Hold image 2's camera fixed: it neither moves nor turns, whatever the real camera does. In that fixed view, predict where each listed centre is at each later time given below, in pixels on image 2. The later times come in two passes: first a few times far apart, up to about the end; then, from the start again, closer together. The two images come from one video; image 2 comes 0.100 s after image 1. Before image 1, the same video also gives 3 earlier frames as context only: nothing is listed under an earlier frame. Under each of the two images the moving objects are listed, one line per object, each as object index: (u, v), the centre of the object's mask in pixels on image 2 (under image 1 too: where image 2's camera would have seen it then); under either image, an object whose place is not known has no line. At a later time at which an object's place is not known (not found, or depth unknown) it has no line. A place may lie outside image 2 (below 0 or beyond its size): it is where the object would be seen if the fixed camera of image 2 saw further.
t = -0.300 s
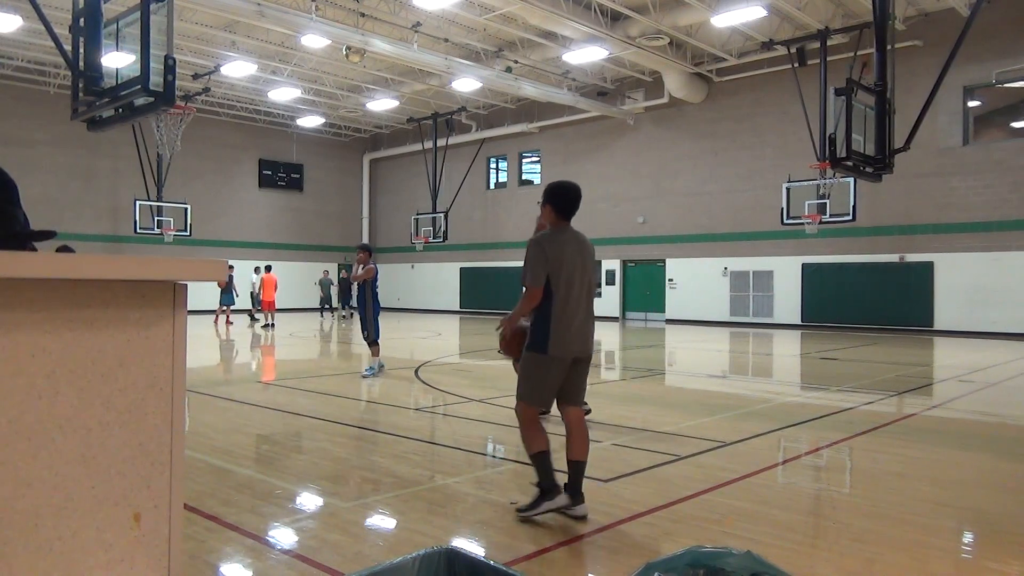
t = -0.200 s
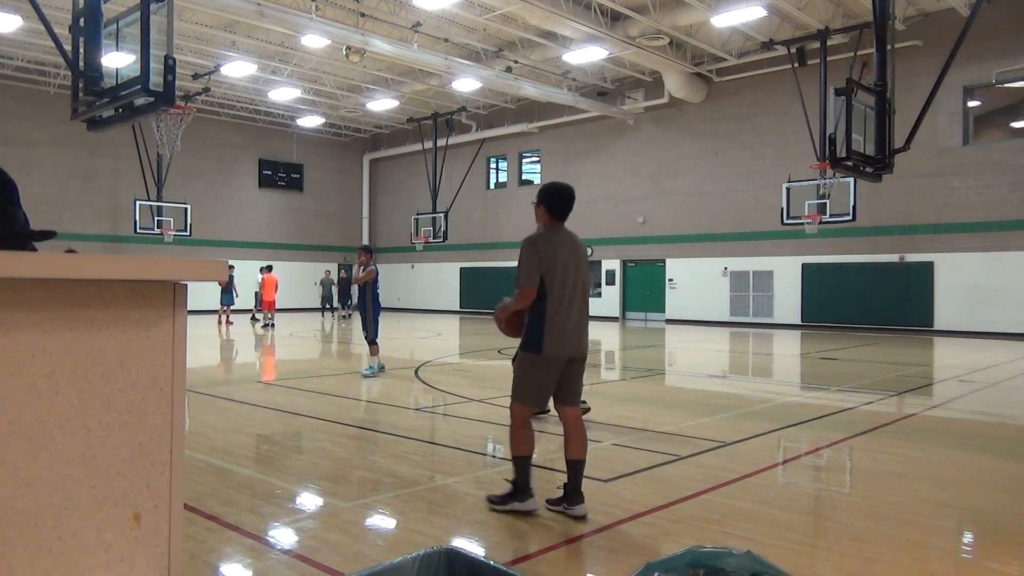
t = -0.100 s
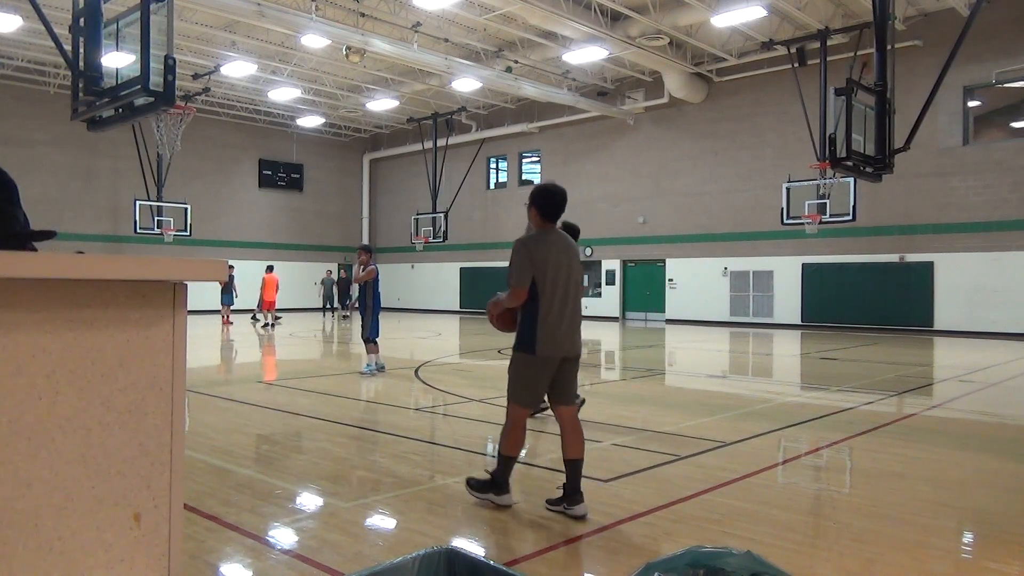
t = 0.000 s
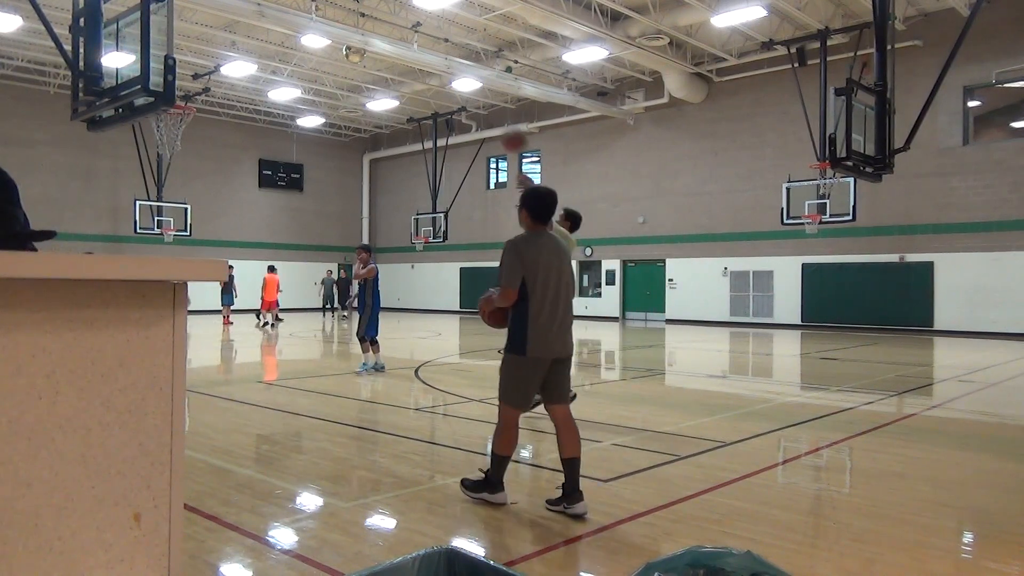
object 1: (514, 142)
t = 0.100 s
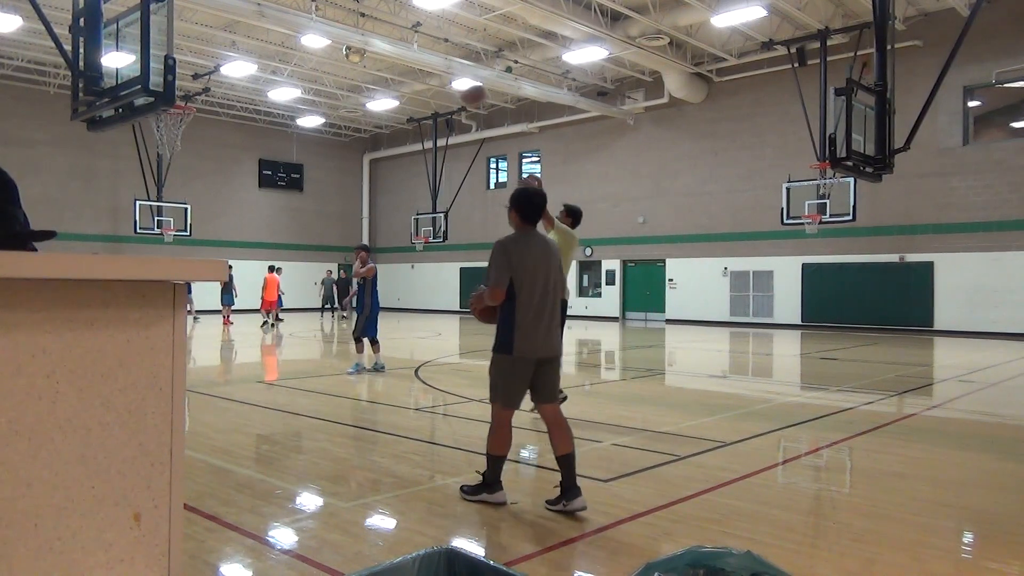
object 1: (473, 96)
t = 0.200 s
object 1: (431, 58)
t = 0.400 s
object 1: (354, 19)
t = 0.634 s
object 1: (269, 25)
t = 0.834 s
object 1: (199, 70)
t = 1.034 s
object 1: (160, 139)
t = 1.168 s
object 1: (167, 181)
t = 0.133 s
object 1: (457, 80)
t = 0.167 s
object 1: (445, 69)
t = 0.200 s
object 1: (431, 58)
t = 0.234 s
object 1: (418, 49)
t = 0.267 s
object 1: (405, 41)
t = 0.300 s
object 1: (393, 34)
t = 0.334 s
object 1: (380, 28)
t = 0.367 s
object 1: (367, 23)
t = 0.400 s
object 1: (354, 19)
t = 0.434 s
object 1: (342, 16)
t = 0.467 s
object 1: (330, 15)
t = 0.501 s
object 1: (317, 15)
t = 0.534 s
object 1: (305, 16)
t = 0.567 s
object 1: (293, 17)
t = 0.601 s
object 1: (281, 21)
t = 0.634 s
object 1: (269, 25)
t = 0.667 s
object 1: (257, 29)
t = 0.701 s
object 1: (245, 35)
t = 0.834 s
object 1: (199, 70)
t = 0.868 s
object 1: (188, 82)
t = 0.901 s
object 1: (182, 94)
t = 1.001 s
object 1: (157, 131)
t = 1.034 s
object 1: (160, 139)
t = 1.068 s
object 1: (161, 148)
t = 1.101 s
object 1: (164, 158)
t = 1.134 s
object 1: (166, 169)
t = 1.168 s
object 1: (167, 181)
